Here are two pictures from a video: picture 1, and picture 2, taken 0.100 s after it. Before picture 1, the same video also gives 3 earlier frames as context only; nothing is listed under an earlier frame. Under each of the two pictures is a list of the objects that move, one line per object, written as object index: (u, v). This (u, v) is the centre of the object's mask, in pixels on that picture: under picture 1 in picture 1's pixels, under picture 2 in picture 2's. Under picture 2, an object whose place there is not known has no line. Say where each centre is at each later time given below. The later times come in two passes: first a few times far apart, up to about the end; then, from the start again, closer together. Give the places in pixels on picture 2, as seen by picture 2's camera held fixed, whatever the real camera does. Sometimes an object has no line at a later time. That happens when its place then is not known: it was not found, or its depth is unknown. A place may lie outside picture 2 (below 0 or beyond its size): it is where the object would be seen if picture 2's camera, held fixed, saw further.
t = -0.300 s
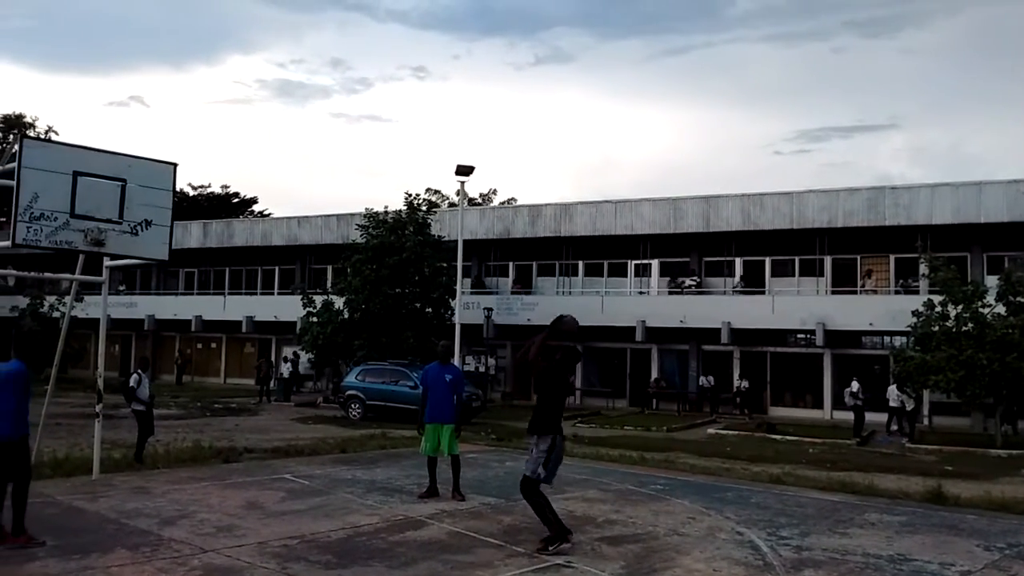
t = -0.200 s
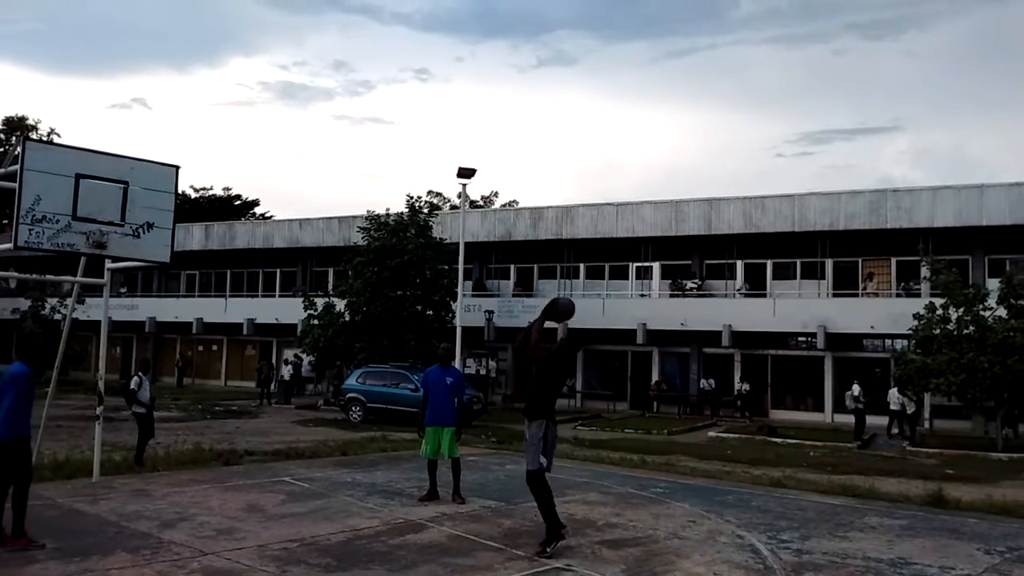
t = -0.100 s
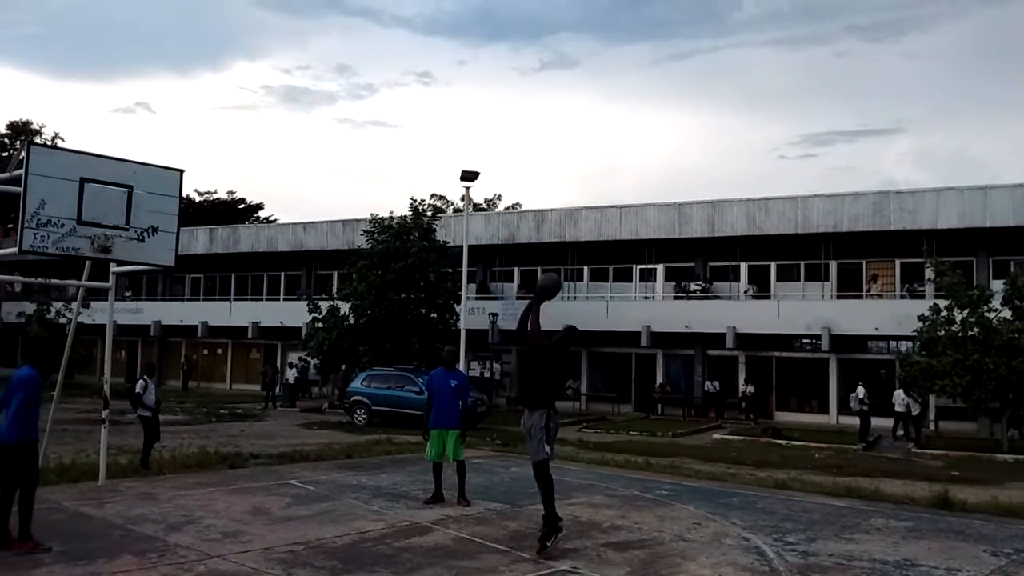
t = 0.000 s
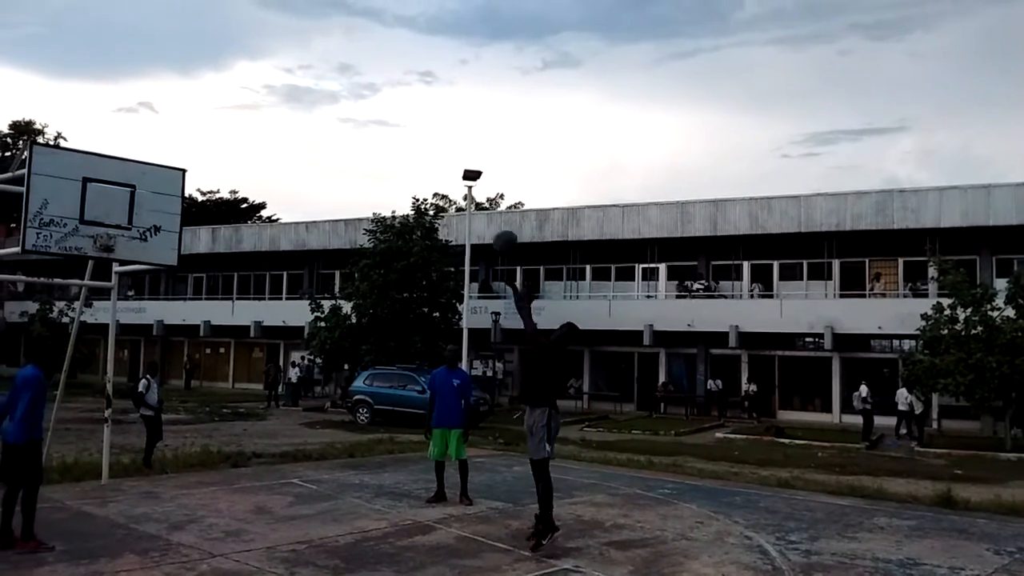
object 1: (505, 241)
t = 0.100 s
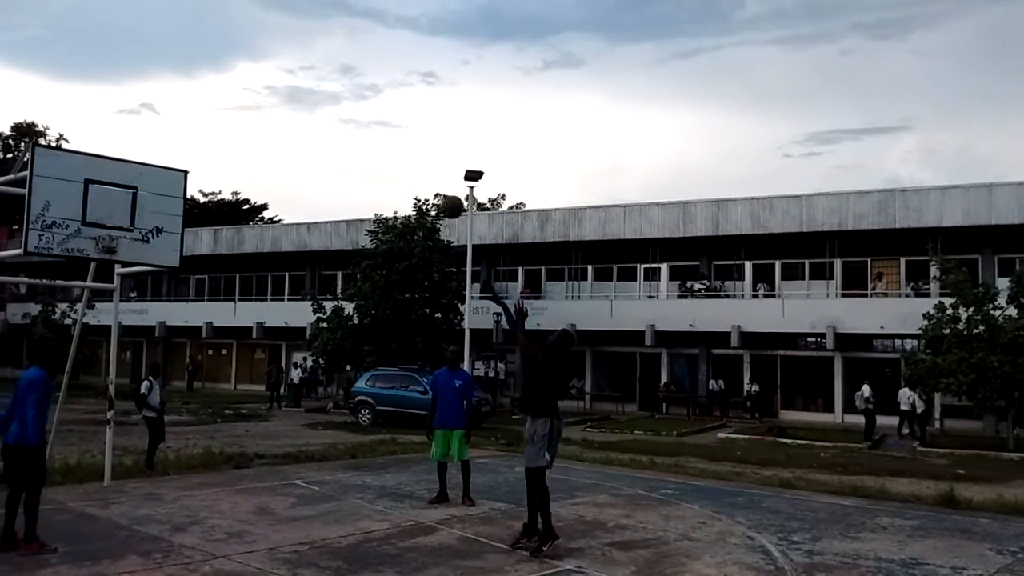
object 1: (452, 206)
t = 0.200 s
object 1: (399, 182)
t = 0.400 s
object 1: (297, 161)
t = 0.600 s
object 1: (201, 176)
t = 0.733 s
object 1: (139, 205)
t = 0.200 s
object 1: (399, 182)
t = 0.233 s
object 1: (381, 176)
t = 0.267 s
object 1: (364, 171)
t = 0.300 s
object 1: (347, 167)
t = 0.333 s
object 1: (330, 164)
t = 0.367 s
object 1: (314, 162)
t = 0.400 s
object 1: (297, 161)
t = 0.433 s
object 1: (281, 161)
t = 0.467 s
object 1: (265, 162)
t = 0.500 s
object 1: (248, 164)
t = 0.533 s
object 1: (232, 167)
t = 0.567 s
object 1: (216, 171)
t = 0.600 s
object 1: (201, 176)
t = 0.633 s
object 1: (185, 182)
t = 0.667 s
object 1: (169, 189)
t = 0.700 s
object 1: (154, 196)
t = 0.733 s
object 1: (139, 205)
